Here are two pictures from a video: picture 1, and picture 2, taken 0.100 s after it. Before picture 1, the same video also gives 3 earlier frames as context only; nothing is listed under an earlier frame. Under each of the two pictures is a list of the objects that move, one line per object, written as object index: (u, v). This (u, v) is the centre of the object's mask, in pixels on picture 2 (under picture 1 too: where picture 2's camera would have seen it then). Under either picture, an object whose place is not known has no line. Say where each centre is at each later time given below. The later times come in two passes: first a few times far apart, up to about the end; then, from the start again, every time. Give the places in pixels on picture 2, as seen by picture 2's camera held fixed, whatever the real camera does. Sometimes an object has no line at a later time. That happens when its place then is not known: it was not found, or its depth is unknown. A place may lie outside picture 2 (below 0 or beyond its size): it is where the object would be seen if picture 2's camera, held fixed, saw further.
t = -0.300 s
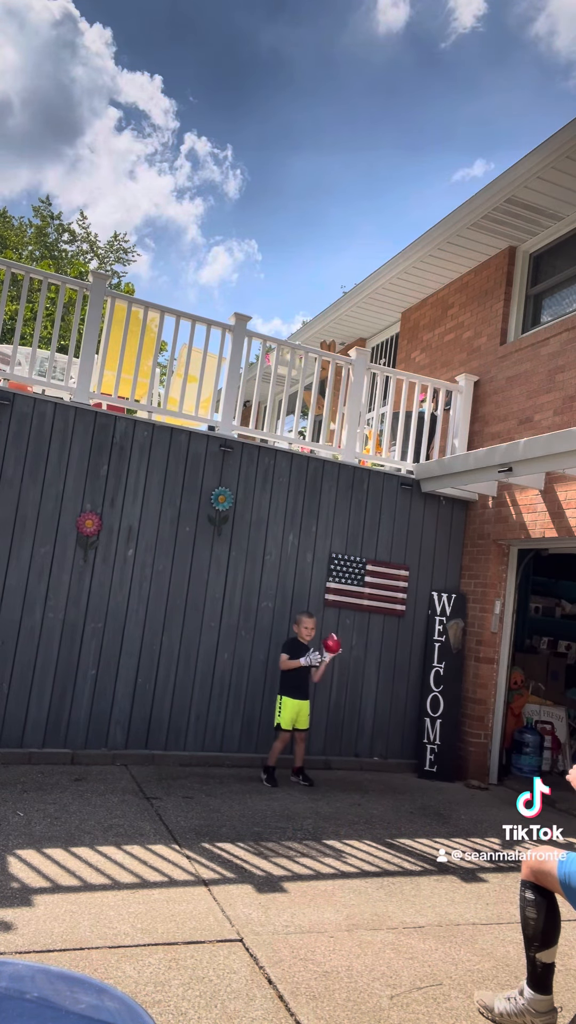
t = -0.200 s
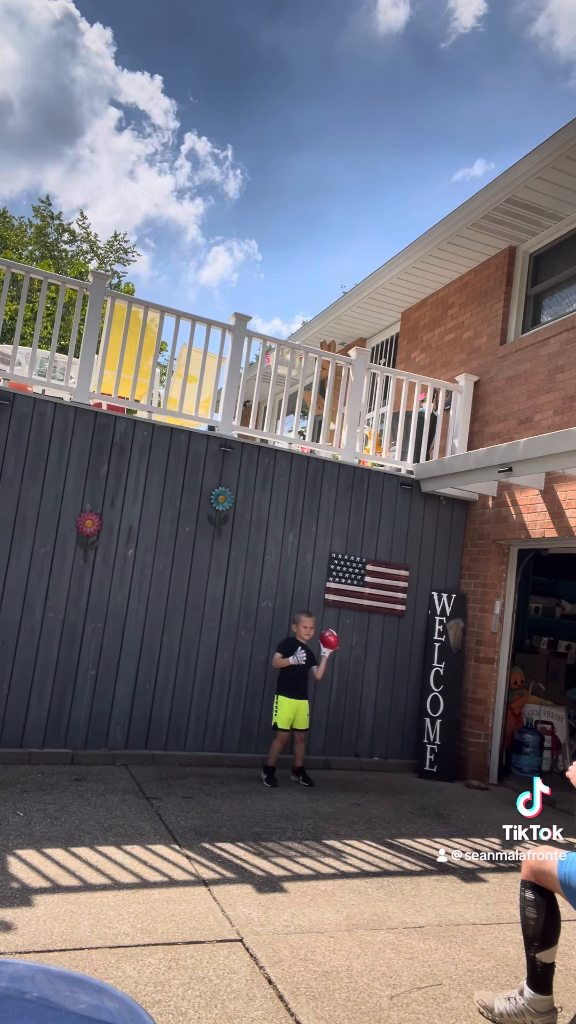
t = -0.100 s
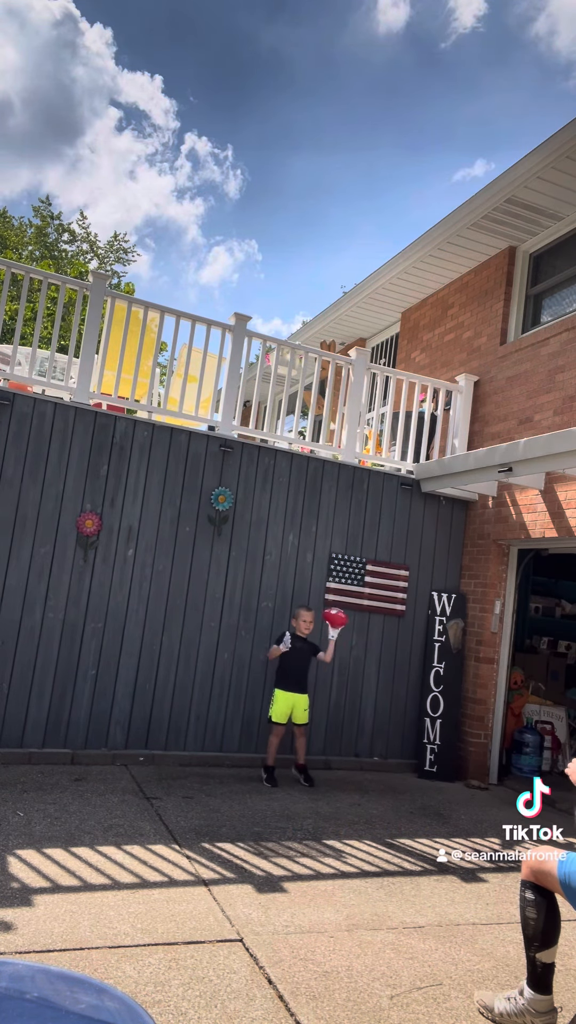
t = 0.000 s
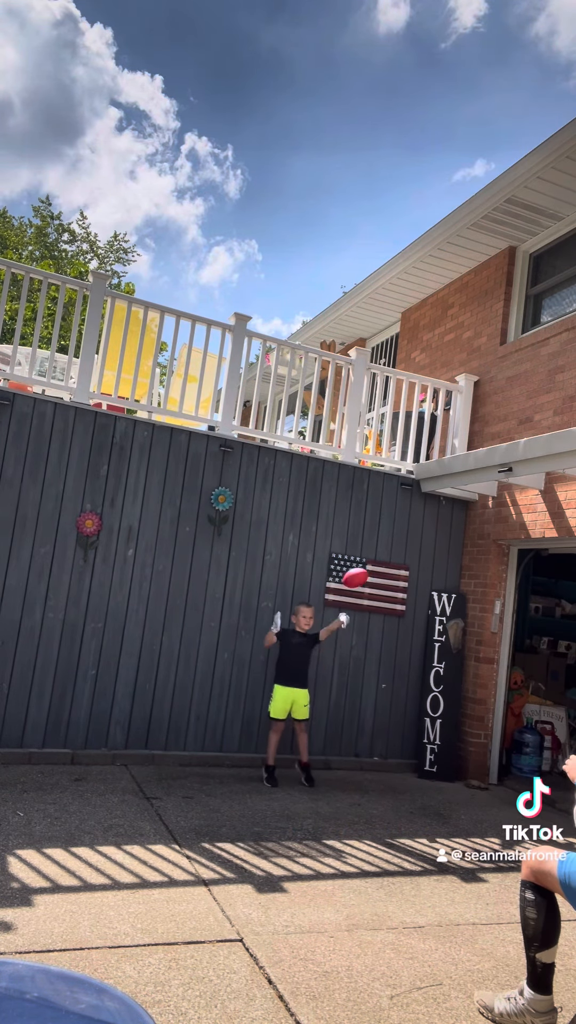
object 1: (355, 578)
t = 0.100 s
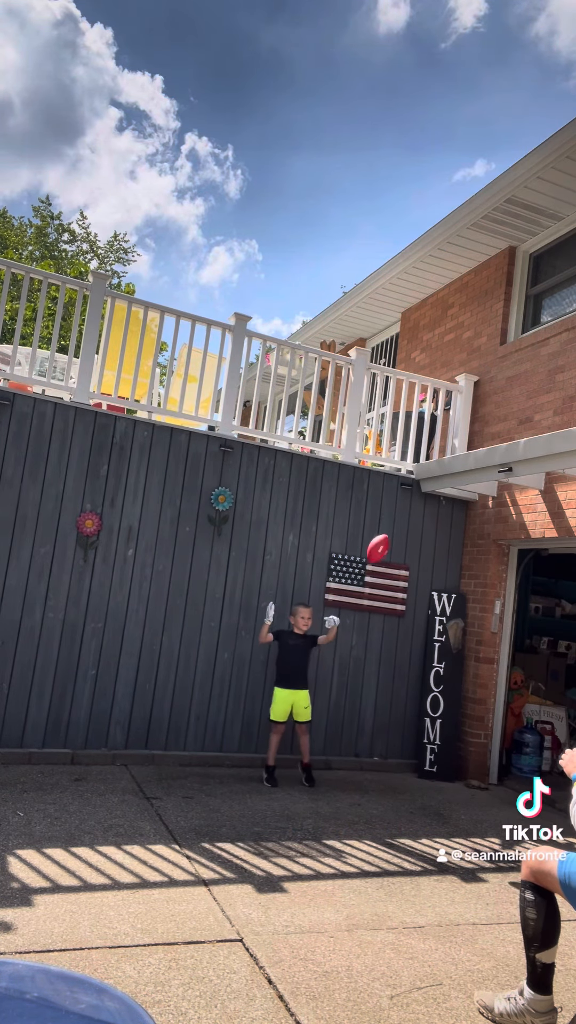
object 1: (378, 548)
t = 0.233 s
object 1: (410, 530)
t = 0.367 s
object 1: (446, 538)
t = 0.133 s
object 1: (386, 542)
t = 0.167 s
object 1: (394, 536)
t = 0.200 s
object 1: (402, 533)
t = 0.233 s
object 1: (410, 530)
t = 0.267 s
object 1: (419, 530)
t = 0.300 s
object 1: (428, 530)
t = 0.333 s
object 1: (436, 533)
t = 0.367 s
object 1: (446, 538)
